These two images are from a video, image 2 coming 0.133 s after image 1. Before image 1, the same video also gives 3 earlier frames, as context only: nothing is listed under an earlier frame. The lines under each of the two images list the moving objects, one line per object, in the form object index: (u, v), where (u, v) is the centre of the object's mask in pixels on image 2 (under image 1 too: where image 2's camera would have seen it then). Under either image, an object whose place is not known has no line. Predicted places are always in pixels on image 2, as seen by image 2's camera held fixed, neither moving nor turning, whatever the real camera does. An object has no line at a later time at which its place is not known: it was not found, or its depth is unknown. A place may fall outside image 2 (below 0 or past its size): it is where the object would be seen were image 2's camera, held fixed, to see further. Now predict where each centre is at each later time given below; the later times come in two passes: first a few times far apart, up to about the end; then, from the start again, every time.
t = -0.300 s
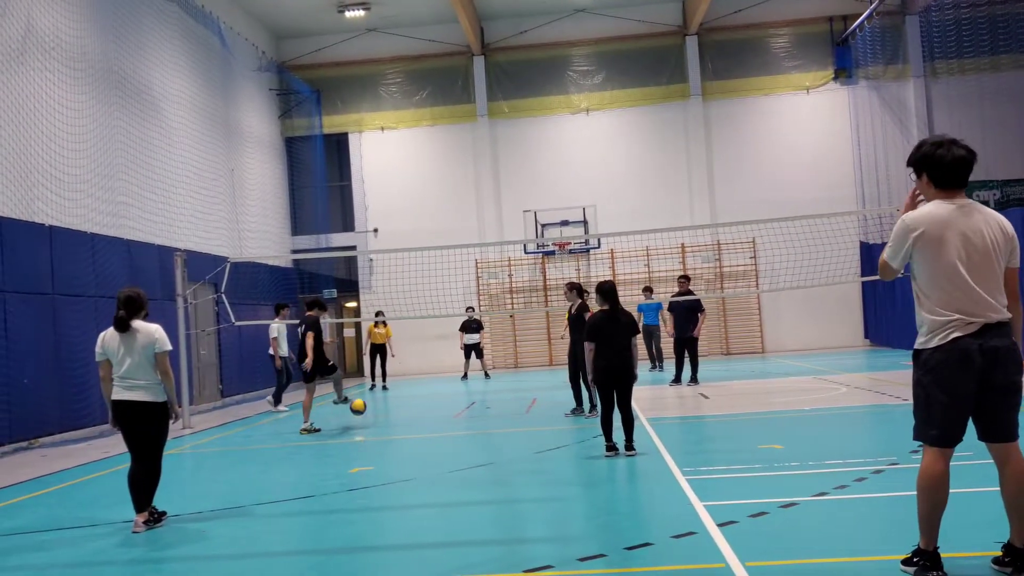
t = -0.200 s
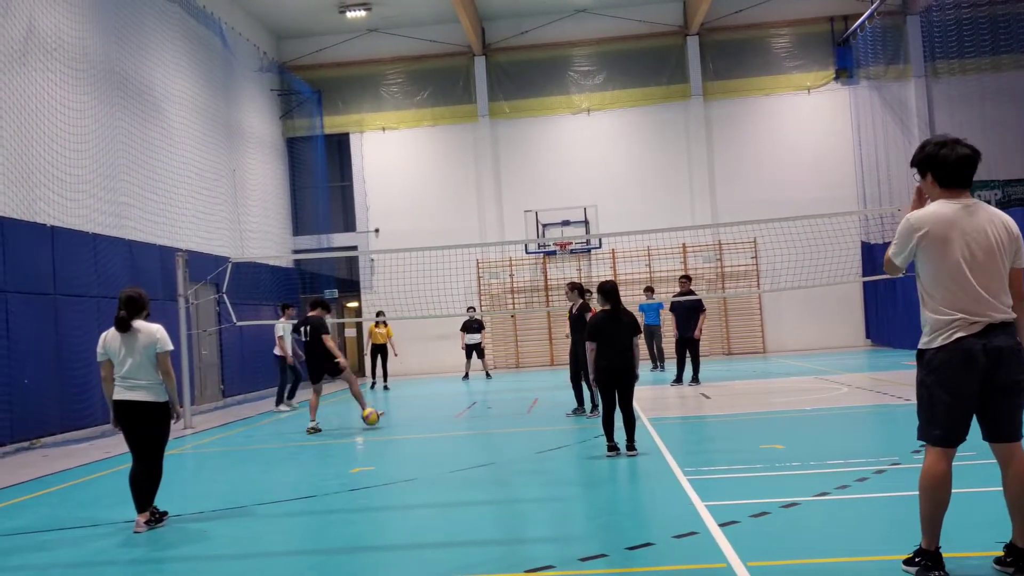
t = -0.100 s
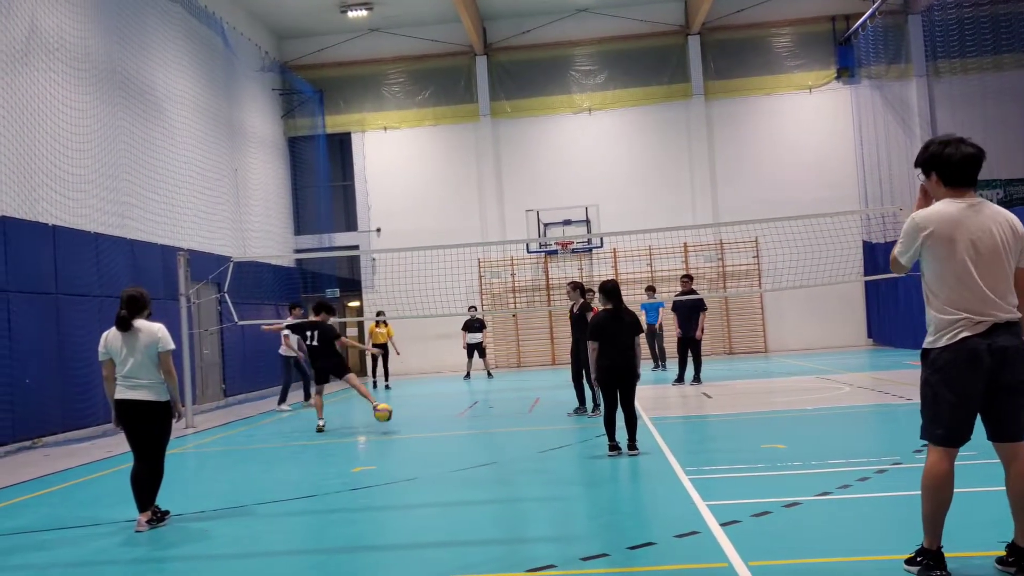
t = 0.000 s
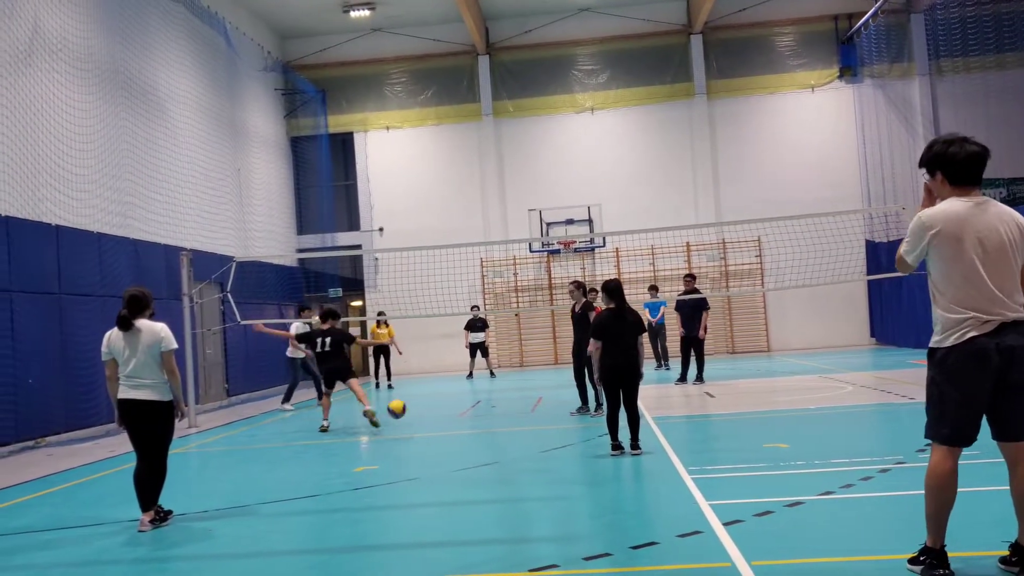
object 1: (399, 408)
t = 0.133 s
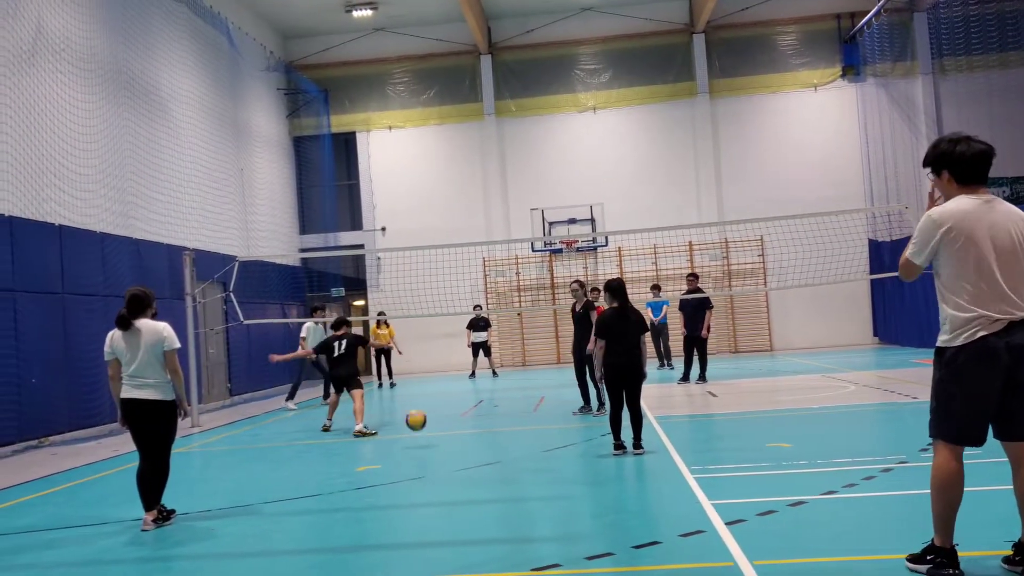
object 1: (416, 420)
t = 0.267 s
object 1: (436, 441)
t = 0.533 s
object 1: (479, 460)
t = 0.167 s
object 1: (421, 427)
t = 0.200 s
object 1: (426, 435)
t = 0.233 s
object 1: (431, 444)
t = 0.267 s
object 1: (436, 441)
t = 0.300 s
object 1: (440, 439)
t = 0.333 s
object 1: (445, 437)
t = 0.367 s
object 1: (450, 437)
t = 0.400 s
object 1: (455, 438)
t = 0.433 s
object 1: (461, 441)
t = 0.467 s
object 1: (467, 445)
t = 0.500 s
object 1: (473, 452)
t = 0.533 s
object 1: (479, 460)
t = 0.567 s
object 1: (487, 471)
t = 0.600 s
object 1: (493, 468)
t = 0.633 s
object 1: (499, 467)
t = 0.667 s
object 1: (506, 467)
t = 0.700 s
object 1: (514, 469)
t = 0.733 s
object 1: (522, 473)
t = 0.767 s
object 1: (531, 479)
